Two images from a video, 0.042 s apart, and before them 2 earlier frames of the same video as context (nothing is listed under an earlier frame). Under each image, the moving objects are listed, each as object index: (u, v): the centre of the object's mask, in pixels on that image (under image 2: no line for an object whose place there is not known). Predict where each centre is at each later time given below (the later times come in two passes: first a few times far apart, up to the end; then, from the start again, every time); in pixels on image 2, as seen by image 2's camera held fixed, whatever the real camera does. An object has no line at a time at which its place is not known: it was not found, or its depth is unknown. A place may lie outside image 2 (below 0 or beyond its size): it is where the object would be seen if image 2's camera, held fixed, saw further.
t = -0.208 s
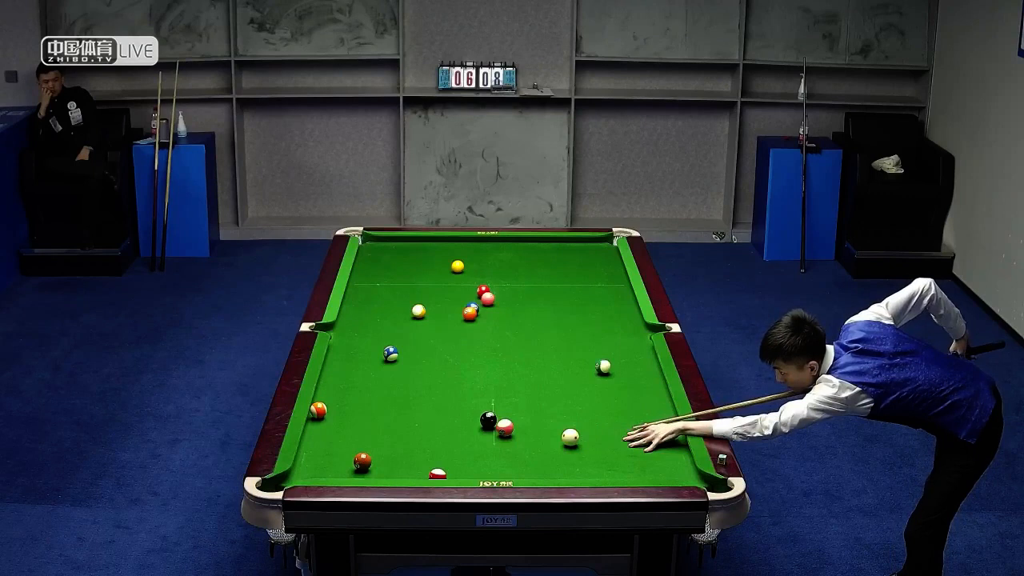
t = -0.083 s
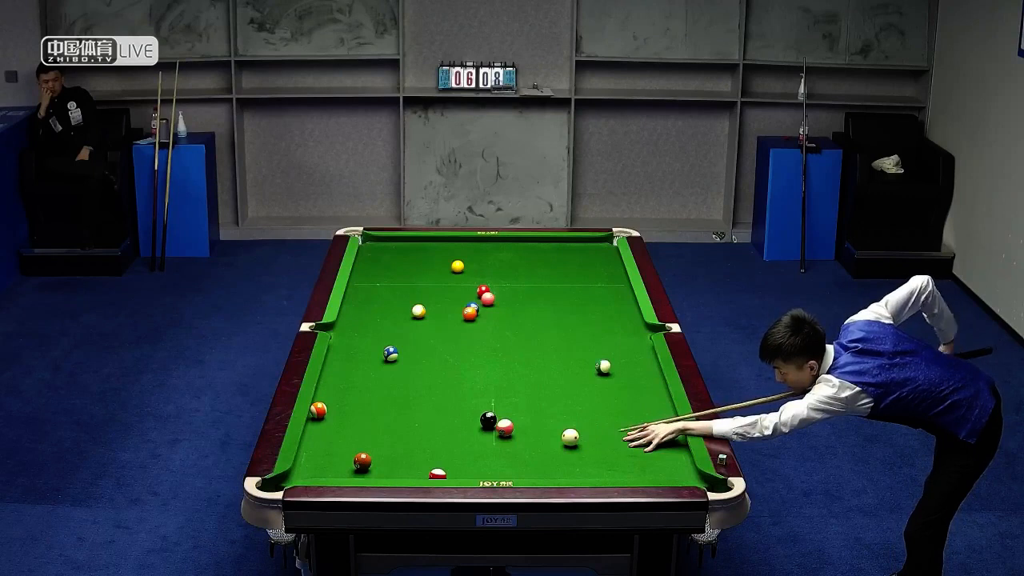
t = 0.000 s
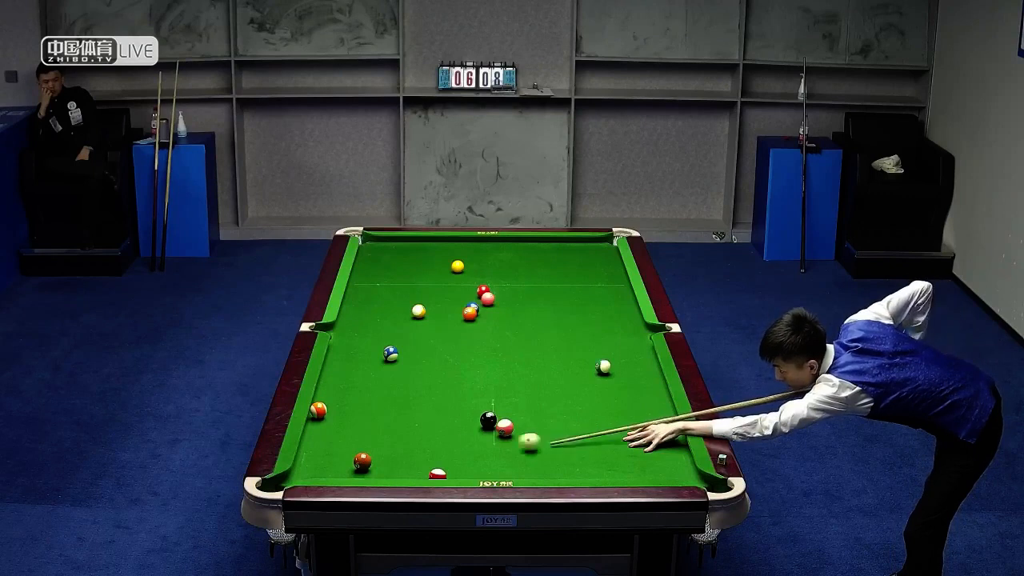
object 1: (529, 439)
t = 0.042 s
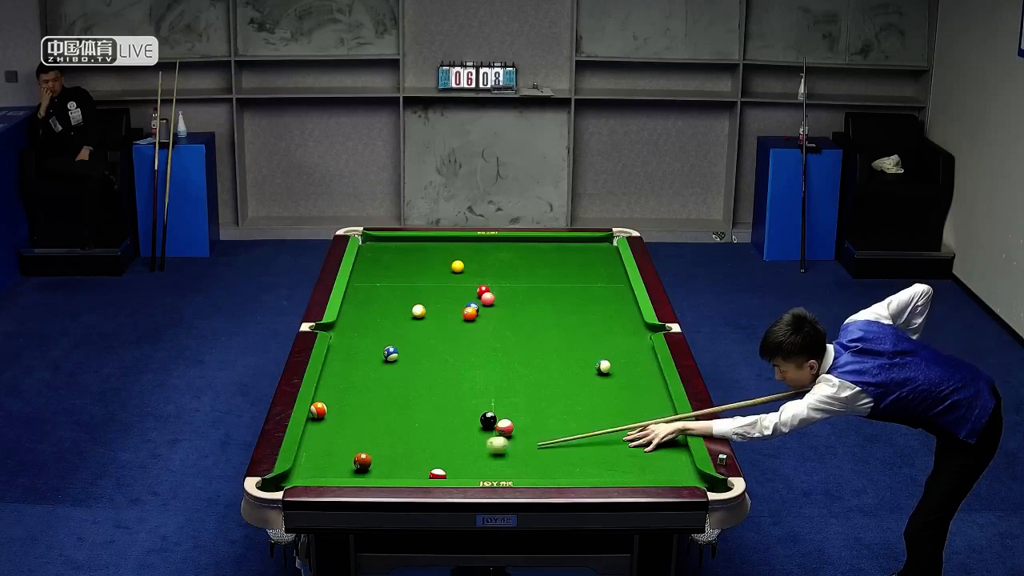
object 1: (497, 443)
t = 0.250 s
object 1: (373, 452)
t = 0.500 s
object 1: (359, 435)
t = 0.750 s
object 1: (349, 421)
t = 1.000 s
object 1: (338, 405)
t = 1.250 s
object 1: (329, 393)
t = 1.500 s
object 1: (327, 382)
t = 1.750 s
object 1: (336, 371)
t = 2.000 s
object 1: (345, 360)
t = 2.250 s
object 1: (352, 351)
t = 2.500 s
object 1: (358, 343)
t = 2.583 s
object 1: (360, 341)
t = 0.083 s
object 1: (466, 446)
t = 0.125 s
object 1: (435, 450)
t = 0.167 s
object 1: (405, 453)
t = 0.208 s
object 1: (378, 455)
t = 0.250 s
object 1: (373, 452)
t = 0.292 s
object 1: (369, 449)
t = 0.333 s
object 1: (366, 446)
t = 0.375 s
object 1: (364, 443)
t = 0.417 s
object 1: (362, 440)
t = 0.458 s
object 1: (361, 437)
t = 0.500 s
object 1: (359, 435)
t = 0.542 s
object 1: (357, 432)
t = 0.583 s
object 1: (355, 430)
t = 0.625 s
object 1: (353, 427)
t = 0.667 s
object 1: (352, 425)
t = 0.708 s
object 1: (350, 423)
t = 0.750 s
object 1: (349, 421)
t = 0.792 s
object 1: (347, 418)
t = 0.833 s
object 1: (345, 416)
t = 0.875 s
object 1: (344, 414)
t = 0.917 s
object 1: (342, 411)
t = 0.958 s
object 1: (341, 409)
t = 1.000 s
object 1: (338, 405)
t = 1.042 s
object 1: (336, 403)
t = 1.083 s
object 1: (335, 401)
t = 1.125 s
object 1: (334, 399)
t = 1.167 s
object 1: (332, 397)
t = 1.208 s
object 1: (331, 395)
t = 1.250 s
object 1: (329, 393)
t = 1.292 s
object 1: (328, 391)
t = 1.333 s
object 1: (326, 389)
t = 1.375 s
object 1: (325, 387)
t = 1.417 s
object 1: (324, 386)
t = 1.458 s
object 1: (325, 384)
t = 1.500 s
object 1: (327, 382)
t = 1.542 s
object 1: (329, 380)
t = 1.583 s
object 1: (330, 378)
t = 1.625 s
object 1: (332, 376)
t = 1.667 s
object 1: (333, 375)
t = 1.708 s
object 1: (334, 373)
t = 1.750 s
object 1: (336, 371)
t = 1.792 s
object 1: (337, 369)
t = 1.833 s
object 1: (338, 368)
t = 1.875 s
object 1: (340, 366)
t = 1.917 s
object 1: (341, 365)
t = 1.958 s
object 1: (343, 363)
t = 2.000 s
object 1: (345, 360)
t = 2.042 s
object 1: (346, 358)
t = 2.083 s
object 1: (347, 357)
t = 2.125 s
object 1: (349, 355)
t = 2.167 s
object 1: (350, 354)
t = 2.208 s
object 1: (351, 353)
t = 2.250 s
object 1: (352, 351)
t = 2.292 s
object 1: (353, 350)
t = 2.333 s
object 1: (354, 348)
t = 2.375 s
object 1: (355, 347)
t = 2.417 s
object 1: (356, 346)
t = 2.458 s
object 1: (357, 345)
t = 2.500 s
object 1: (358, 343)
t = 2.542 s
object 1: (359, 342)
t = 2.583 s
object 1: (360, 341)
